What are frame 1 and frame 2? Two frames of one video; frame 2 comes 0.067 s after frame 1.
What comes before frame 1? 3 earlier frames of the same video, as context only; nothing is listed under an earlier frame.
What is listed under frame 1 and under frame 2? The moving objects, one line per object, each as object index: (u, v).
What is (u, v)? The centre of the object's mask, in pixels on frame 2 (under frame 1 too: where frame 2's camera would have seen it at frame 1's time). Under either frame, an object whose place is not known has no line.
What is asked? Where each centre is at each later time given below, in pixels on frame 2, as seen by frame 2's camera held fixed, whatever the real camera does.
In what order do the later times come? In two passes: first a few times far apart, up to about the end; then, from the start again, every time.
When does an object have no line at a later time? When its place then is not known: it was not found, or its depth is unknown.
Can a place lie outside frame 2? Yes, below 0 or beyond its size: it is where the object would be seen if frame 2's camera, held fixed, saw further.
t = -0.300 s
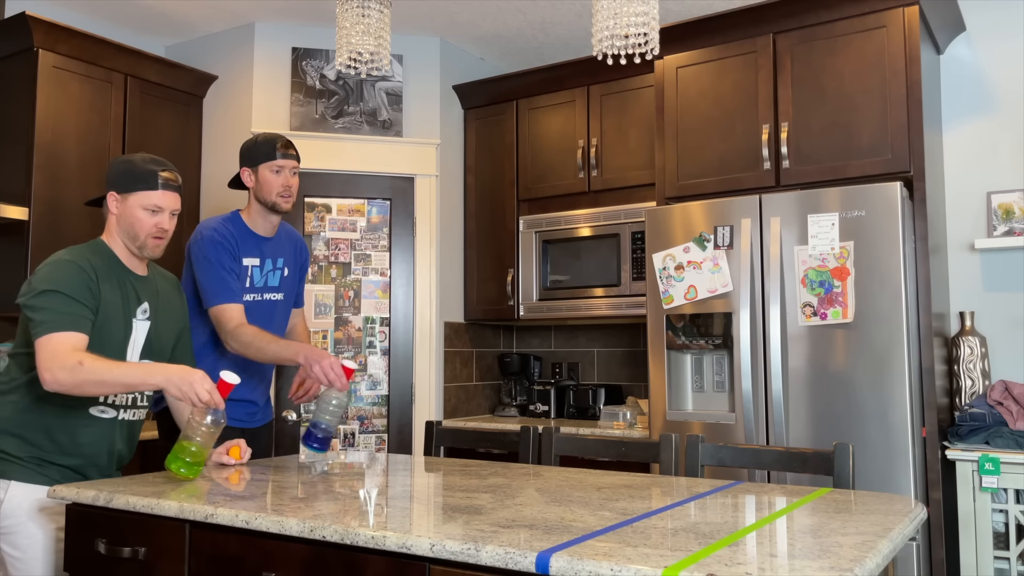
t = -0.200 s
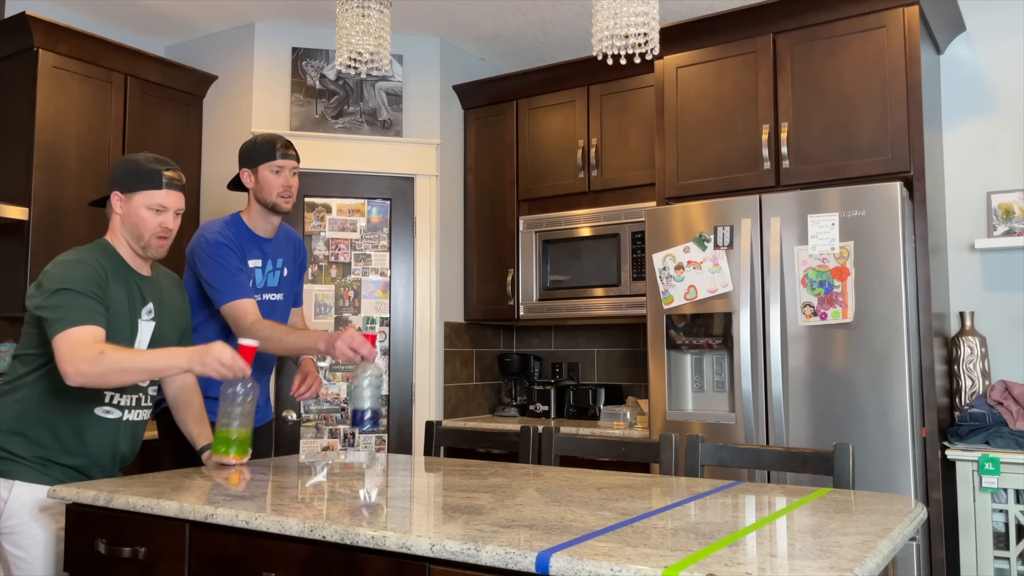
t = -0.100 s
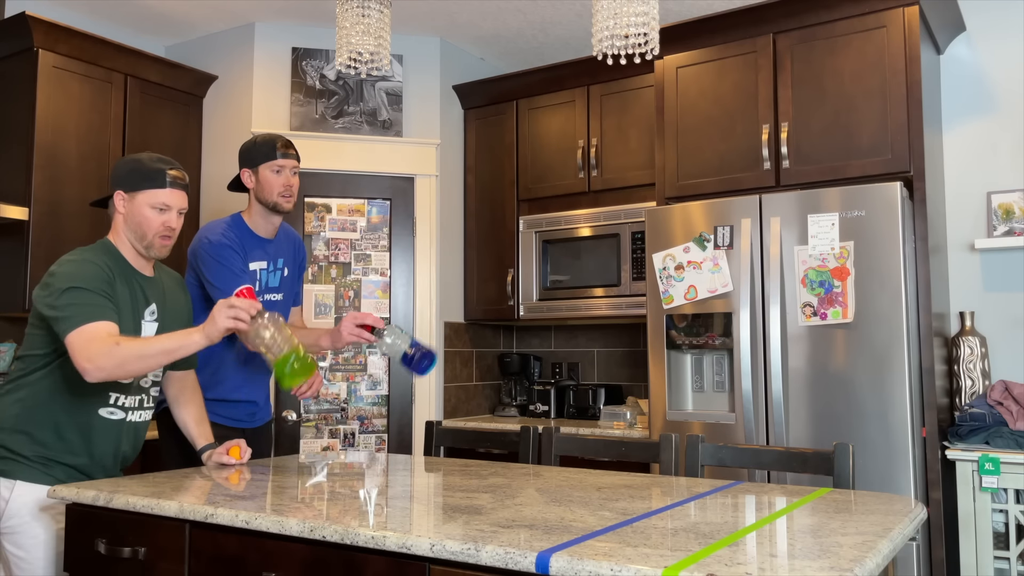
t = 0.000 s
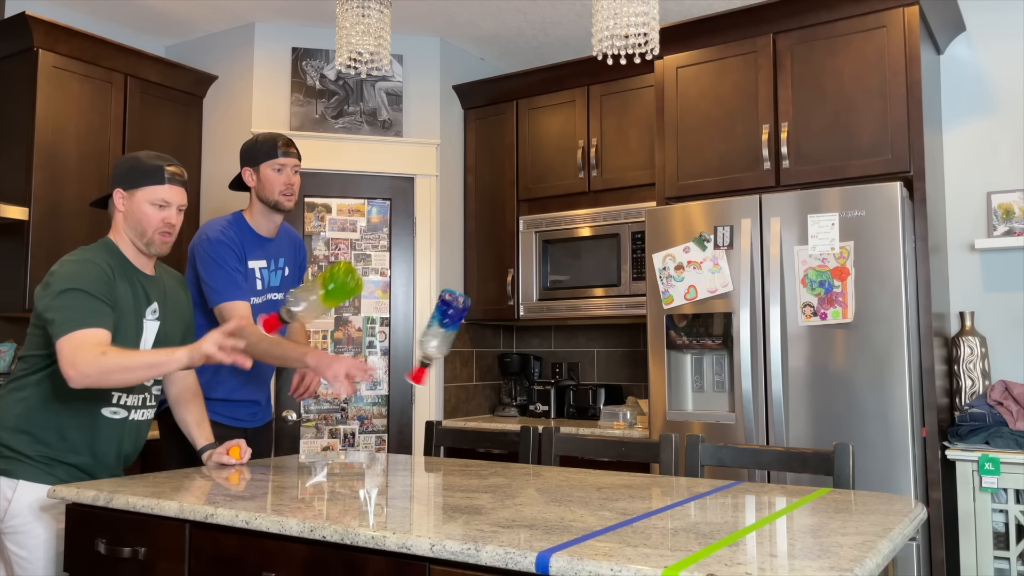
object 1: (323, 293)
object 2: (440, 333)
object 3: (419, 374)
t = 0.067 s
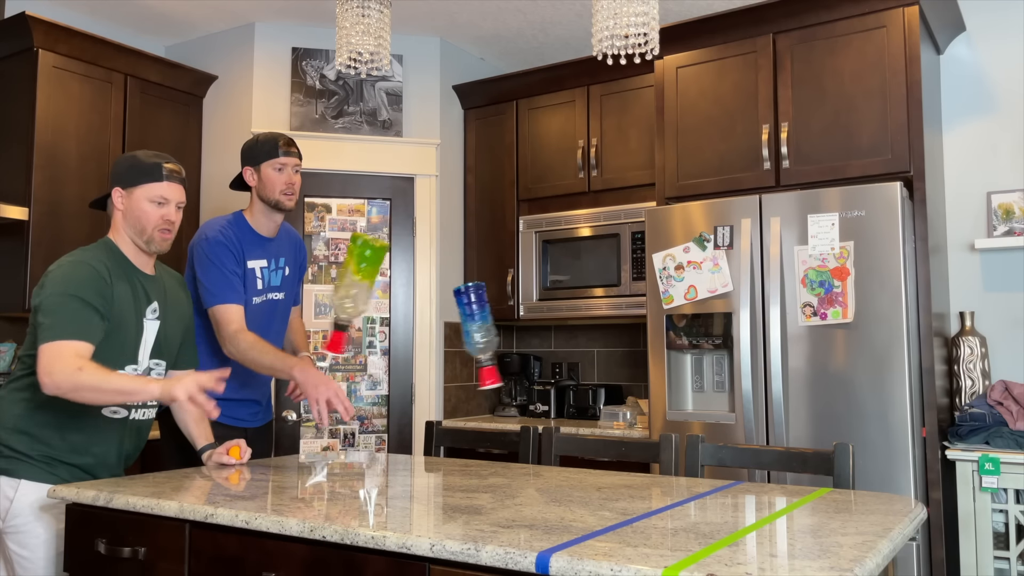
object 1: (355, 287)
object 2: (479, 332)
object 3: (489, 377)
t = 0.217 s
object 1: (446, 279)
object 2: (548, 342)
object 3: (589, 318)
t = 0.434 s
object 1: (556, 453)
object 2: (617, 438)
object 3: (615, 381)
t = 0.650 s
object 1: (640, 462)
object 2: (683, 443)
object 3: (680, 382)
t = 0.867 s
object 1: (705, 467)
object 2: (732, 434)
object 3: (724, 383)
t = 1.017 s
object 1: (731, 469)
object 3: (742, 382)
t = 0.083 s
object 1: (365, 287)
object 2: (489, 330)
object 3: (507, 373)
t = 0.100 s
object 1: (378, 270)
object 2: (499, 329)
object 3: (523, 367)
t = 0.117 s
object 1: (388, 283)
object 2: (508, 328)
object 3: (539, 360)
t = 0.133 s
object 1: (397, 267)
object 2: (517, 328)
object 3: (552, 352)
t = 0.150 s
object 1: (407, 266)
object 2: (525, 328)
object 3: (564, 343)
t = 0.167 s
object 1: (416, 267)
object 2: (531, 329)
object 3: (574, 335)
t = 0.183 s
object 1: (424, 269)
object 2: (537, 331)
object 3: (581, 327)
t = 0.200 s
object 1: (435, 273)
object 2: (542, 336)
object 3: (586, 322)
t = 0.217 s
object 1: (446, 279)
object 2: (548, 342)
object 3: (589, 318)
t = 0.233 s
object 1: (453, 285)
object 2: (553, 349)
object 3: (590, 317)
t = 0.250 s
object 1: (462, 292)
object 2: (558, 358)
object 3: (590, 319)
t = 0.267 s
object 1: (485, 301)
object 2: (563, 369)
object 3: (588, 324)
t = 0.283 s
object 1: (493, 309)
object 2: (567, 381)
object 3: (586, 332)
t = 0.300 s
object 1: (501, 319)
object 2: (571, 396)
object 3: (583, 342)
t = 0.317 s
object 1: (496, 338)
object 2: (575, 414)
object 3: (580, 357)
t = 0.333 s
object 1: (515, 346)
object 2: (580, 432)
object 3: (576, 375)
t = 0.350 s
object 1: (523, 362)
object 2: (589, 433)
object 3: (594, 378)
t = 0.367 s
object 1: (530, 380)
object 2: (594, 434)
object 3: (596, 377)
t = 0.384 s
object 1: (538, 401)
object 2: (600, 433)
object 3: (601, 376)
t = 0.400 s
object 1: (546, 422)
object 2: (605, 435)
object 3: (606, 377)
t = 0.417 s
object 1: (553, 448)
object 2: (611, 437)
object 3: (610, 379)
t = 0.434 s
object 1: (556, 453)
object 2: (617, 438)
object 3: (615, 381)
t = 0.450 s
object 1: (558, 456)
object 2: (622, 438)
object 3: (621, 380)
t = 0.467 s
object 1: (564, 455)
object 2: (628, 439)
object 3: (627, 381)
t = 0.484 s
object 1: (570, 456)
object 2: (633, 439)
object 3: (631, 381)
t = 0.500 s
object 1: (576, 455)
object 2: (638, 439)
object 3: (636, 381)
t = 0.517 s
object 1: (582, 455)
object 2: (644, 441)
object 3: (642, 381)
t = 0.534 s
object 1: (588, 455)
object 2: (649, 441)
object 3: (647, 381)
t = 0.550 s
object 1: (595, 456)
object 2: (654, 441)
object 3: (652, 381)
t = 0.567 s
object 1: (602, 457)
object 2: (659, 441)
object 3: (657, 382)
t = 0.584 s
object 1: (609, 457)
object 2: (664, 441)
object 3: (662, 381)
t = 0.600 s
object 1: (617, 458)
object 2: (669, 442)
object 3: (667, 382)
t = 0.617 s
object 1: (625, 459)
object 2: (673, 442)
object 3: (671, 382)
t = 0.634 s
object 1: (634, 461)
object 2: (678, 443)
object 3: (675, 382)
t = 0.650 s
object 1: (640, 462)
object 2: (683, 443)
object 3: (680, 382)
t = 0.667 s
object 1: (646, 463)
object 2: (687, 442)
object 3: (684, 382)
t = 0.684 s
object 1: (652, 464)
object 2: (692, 442)
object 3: (689, 382)
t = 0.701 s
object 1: (657, 463)
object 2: (696, 442)
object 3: (693, 382)
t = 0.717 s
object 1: (662, 464)
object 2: (701, 442)
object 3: (697, 382)
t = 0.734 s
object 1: (667, 464)
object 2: (705, 441)
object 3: (700, 382)
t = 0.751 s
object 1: (673, 465)
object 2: (709, 440)
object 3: (704, 382)
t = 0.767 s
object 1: (678, 465)
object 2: (713, 439)
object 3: (707, 382)
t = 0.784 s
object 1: (683, 465)
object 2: (716, 439)
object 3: (710, 382)
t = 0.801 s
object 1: (688, 466)
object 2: (719, 437)
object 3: (713, 382)
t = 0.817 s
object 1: (692, 466)
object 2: (723, 436)
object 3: (716, 382)
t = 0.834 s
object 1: (697, 467)
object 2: (726, 436)
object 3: (719, 383)
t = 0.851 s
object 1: (701, 467)
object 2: (729, 435)
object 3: (721, 383)
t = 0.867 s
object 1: (705, 467)
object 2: (732, 434)
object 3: (724, 383)
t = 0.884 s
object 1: (709, 467)
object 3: (727, 383)
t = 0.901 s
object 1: (712, 468)
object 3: (729, 383)
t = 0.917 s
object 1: (716, 468)
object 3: (732, 383)
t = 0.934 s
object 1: (719, 468)
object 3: (734, 383)
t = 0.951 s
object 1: (721, 468)
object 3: (736, 382)
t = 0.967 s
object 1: (724, 468)
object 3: (738, 382)
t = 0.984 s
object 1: (727, 468)
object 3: (740, 382)
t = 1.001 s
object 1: (729, 469)
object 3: (741, 382)
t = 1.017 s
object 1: (731, 469)
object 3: (742, 382)
